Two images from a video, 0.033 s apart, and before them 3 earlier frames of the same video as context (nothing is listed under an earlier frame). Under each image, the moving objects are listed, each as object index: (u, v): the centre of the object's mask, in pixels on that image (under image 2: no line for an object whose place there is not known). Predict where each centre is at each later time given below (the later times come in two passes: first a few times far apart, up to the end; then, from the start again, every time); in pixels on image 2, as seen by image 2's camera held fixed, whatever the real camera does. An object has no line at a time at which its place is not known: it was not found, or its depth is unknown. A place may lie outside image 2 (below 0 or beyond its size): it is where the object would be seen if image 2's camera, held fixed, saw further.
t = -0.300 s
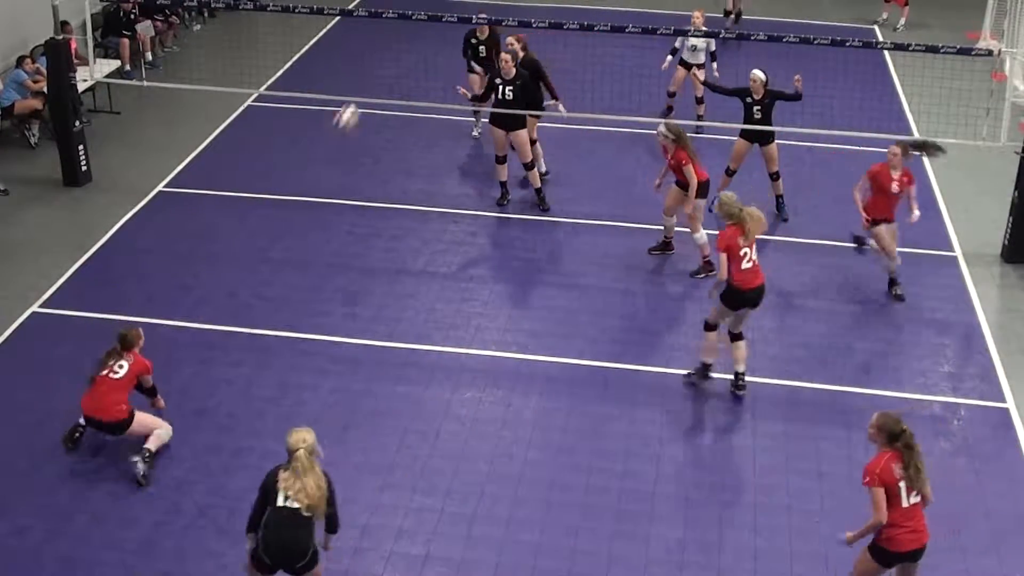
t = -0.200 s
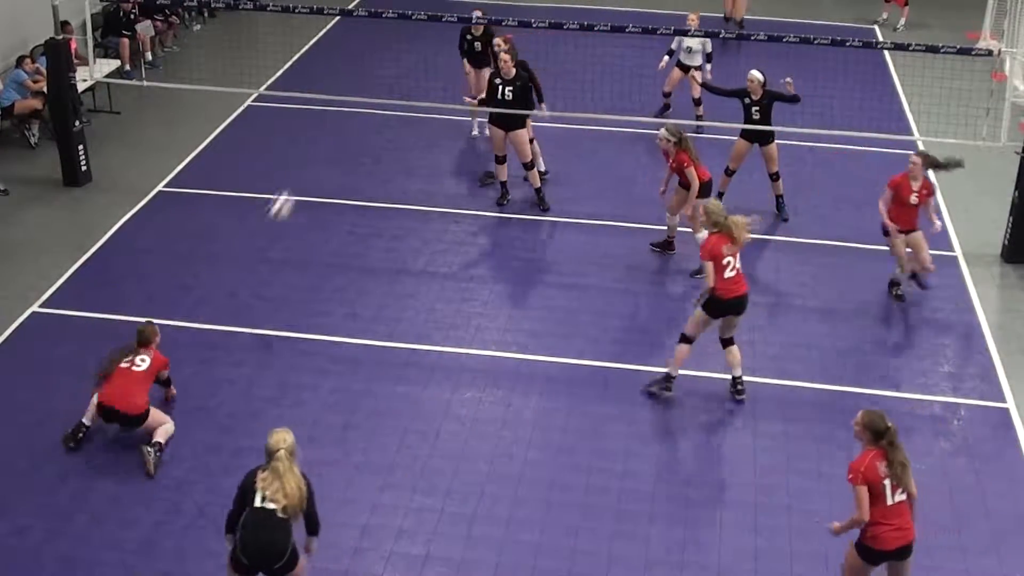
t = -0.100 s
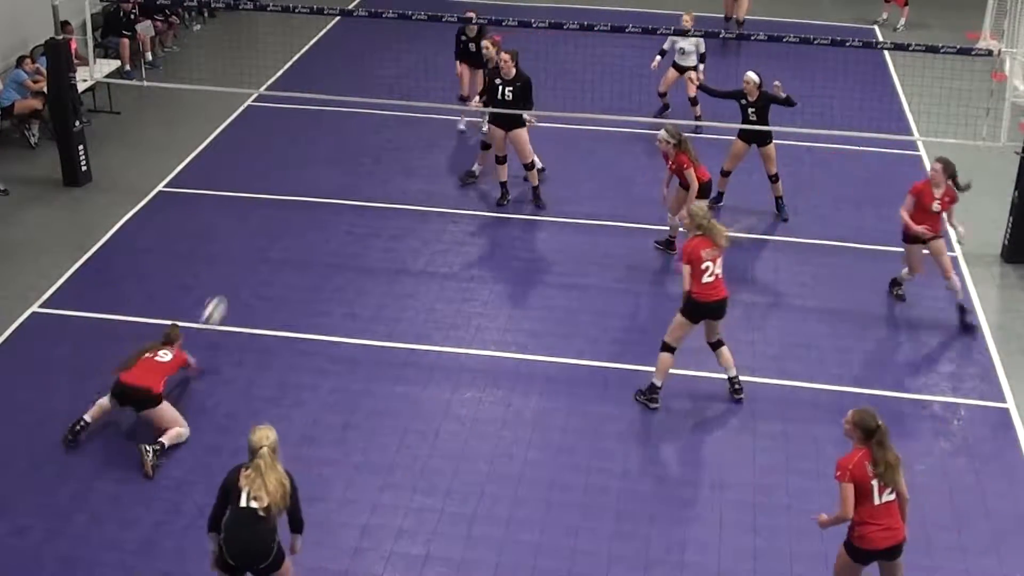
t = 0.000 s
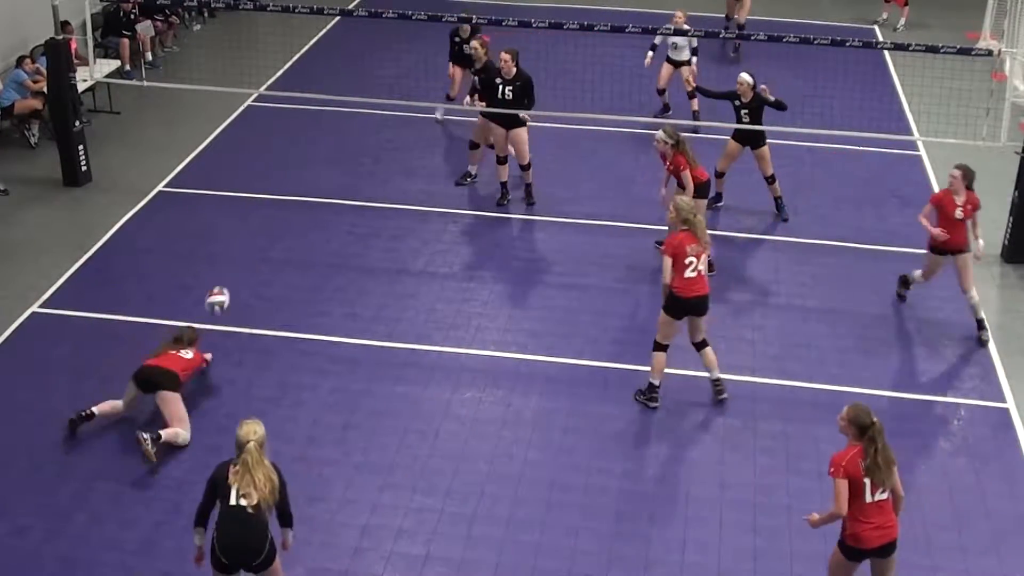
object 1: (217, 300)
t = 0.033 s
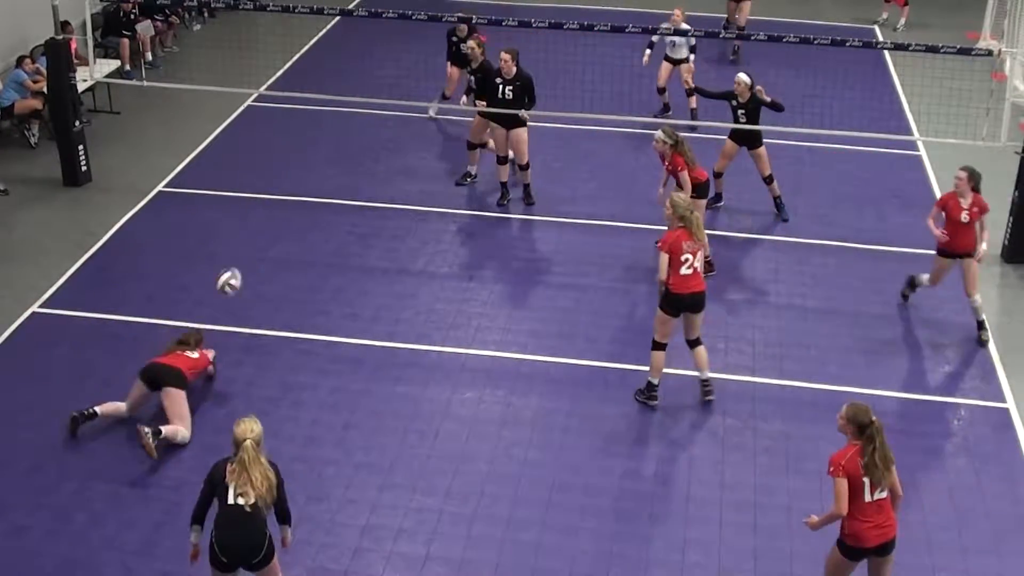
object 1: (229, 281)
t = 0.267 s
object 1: (311, 184)
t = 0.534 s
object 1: (409, 145)
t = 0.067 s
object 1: (241, 263)
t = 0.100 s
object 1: (252, 247)
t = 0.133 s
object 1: (263, 233)
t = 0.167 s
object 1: (275, 218)
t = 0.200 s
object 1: (285, 206)
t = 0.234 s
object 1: (299, 193)
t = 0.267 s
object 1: (311, 184)
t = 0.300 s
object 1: (323, 174)
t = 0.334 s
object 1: (335, 166)
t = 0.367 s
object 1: (348, 159)
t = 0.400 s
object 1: (360, 154)
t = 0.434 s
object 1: (371, 149)
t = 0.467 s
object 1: (384, 147)
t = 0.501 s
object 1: (397, 145)
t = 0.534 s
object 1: (409, 145)
